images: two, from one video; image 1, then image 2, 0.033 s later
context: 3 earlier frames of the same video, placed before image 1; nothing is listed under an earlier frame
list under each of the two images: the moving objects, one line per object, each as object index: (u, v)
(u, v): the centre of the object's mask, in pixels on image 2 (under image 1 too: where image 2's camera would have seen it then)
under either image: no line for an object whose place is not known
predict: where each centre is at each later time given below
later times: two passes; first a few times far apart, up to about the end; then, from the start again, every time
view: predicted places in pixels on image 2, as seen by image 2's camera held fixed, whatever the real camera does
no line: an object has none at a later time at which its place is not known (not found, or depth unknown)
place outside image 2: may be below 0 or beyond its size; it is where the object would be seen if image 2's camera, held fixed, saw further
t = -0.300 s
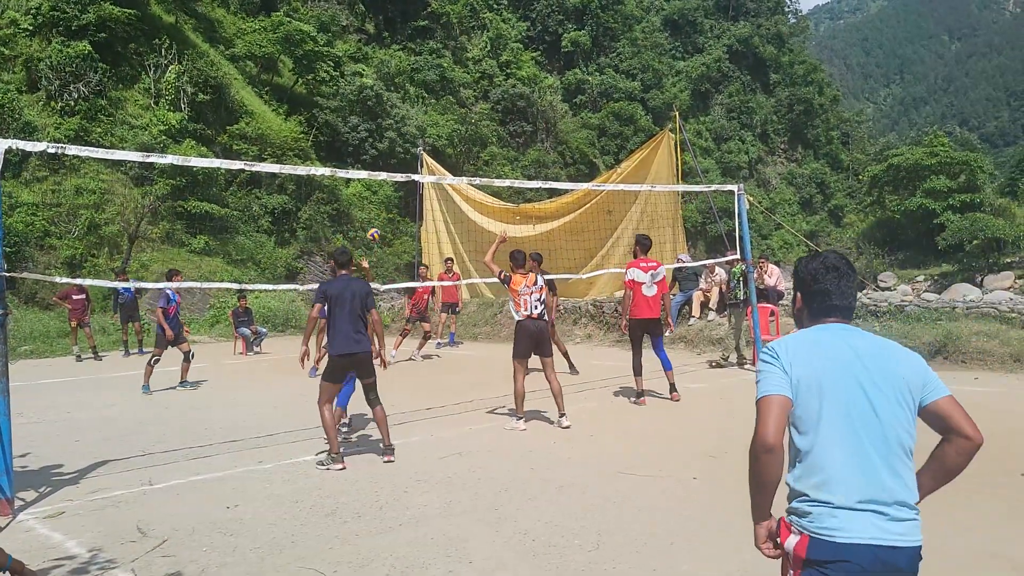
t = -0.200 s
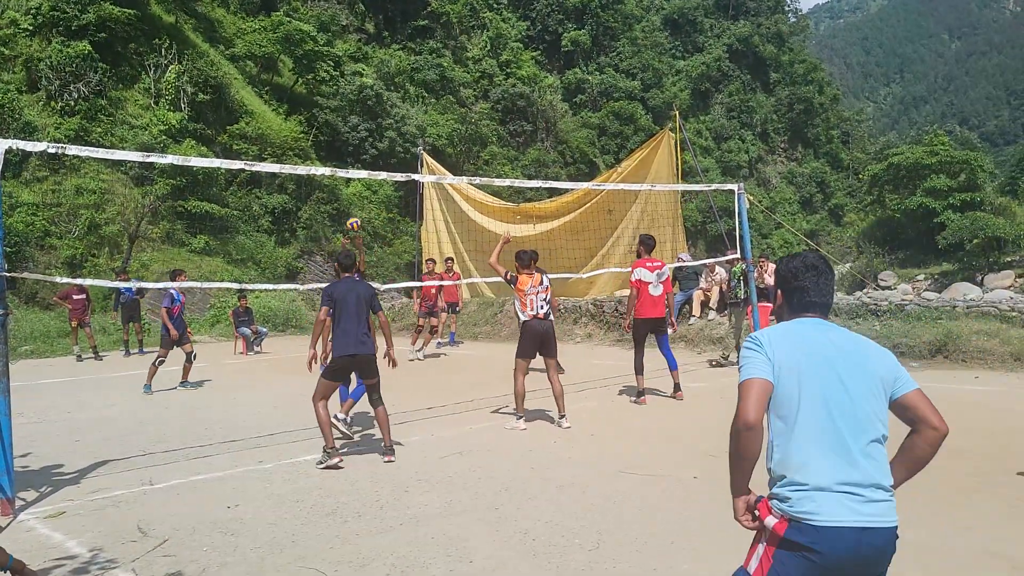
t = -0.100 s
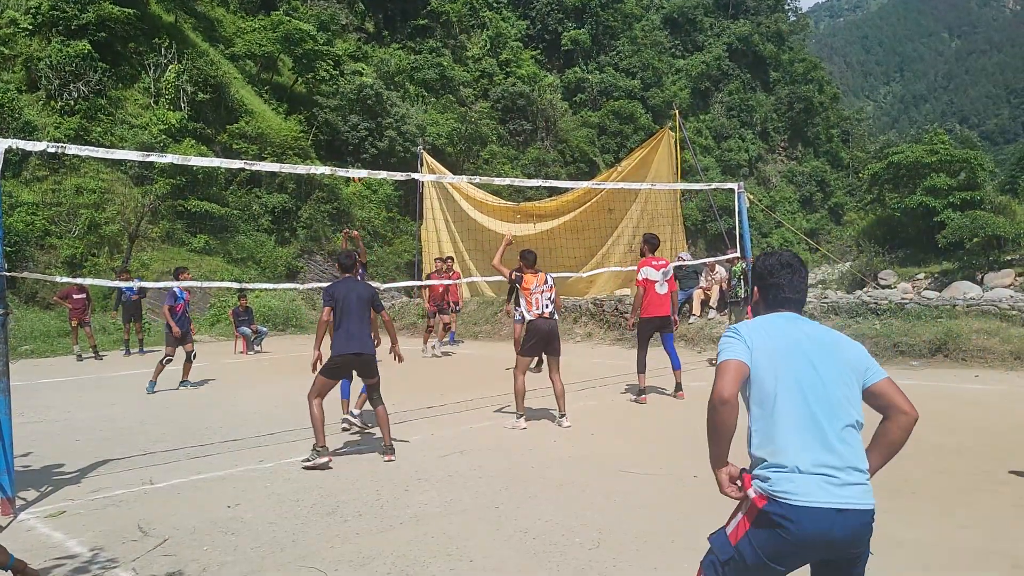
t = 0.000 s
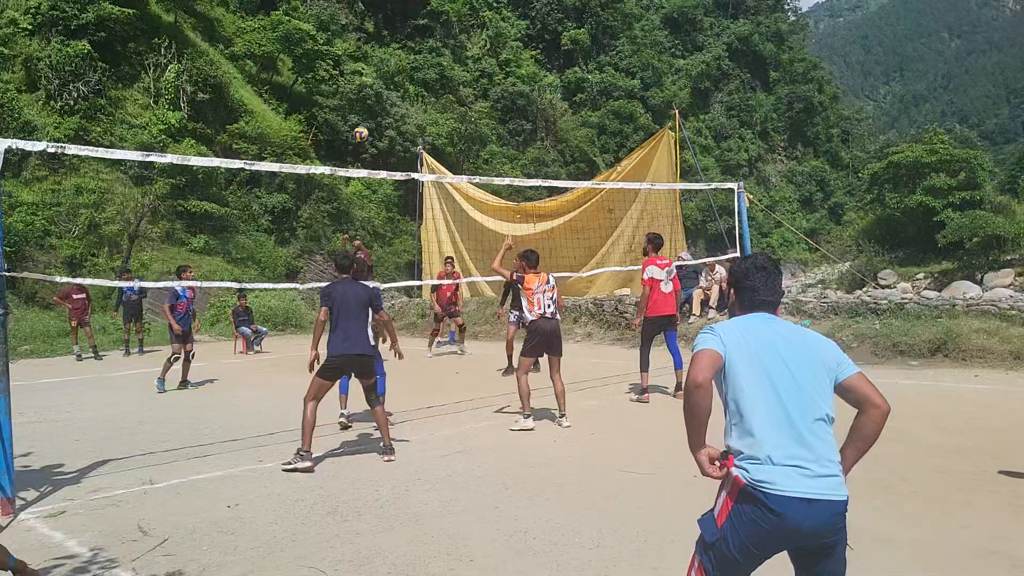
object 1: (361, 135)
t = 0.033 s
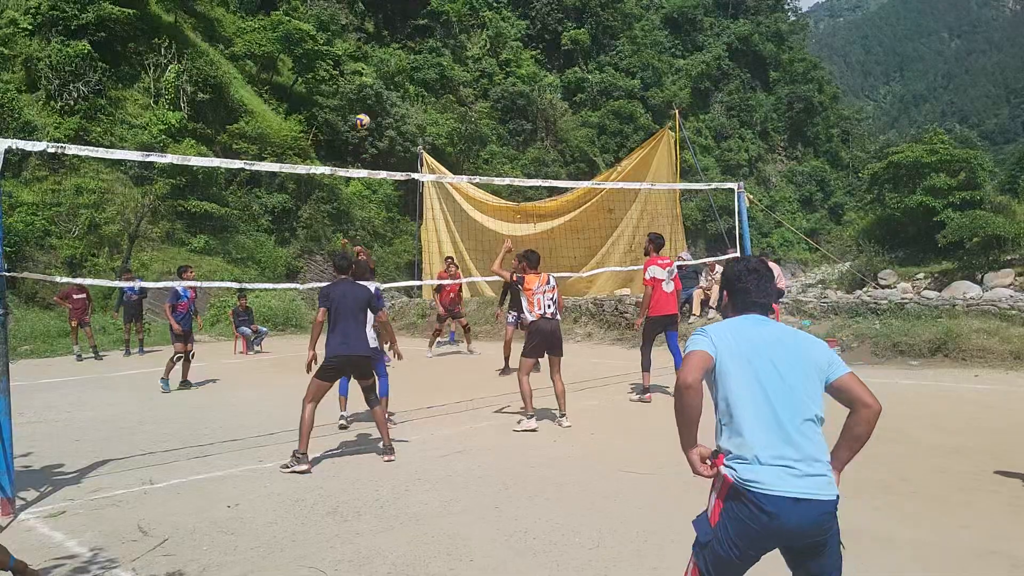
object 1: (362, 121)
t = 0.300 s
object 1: (374, 41)
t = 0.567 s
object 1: (390, 7)
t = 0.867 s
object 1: (413, 34)
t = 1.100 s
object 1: (434, 115)
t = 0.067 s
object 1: (364, 109)
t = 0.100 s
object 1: (365, 97)
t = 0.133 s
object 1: (366, 87)
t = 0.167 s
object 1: (368, 76)
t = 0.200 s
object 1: (369, 66)
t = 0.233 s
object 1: (371, 57)
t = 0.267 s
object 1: (373, 49)
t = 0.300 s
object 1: (374, 41)
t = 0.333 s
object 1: (376, 34)
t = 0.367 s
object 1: (378, 28)
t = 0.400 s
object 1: (380, 23)
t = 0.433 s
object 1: (381, 18)
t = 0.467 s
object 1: (383, 14)
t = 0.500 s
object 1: (385, 11)
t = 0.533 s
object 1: (387, 8)
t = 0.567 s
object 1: (390, 7)
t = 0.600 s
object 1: (392, 7)
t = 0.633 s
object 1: (394, 7)
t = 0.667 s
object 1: (397, 7)
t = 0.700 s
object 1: (399, 9)
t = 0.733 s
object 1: (402, 13)
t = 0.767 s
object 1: (404, 16)
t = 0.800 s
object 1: (407, 21)
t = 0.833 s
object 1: (410, 28)
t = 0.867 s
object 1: (413, 34)
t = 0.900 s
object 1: (416, 43)
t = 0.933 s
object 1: (418, 52)
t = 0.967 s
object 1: (421, 62)
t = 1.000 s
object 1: (424, 74)
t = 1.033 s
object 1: (427, 87)
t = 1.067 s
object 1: (430, 100)
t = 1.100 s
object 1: (434, 115)
